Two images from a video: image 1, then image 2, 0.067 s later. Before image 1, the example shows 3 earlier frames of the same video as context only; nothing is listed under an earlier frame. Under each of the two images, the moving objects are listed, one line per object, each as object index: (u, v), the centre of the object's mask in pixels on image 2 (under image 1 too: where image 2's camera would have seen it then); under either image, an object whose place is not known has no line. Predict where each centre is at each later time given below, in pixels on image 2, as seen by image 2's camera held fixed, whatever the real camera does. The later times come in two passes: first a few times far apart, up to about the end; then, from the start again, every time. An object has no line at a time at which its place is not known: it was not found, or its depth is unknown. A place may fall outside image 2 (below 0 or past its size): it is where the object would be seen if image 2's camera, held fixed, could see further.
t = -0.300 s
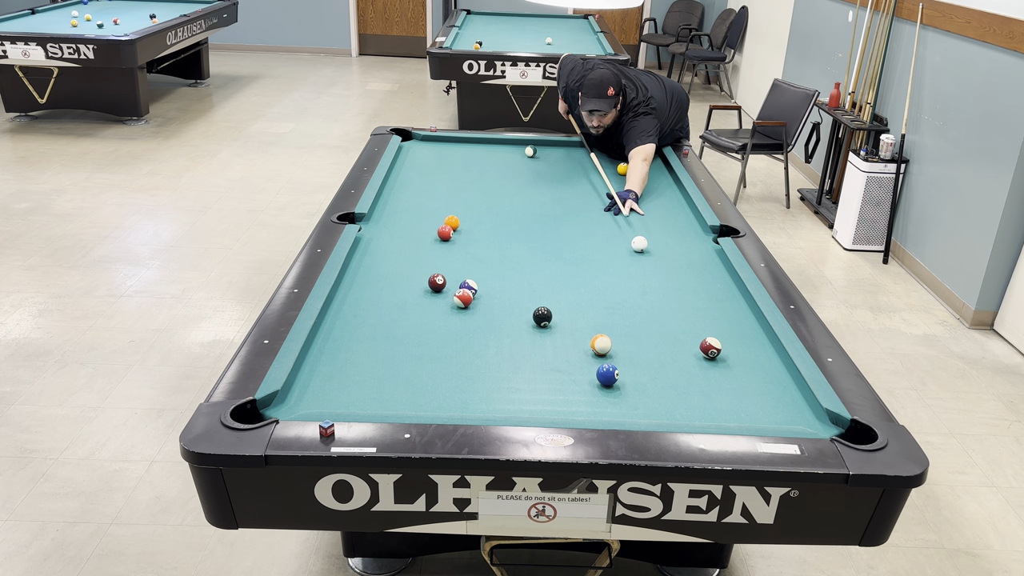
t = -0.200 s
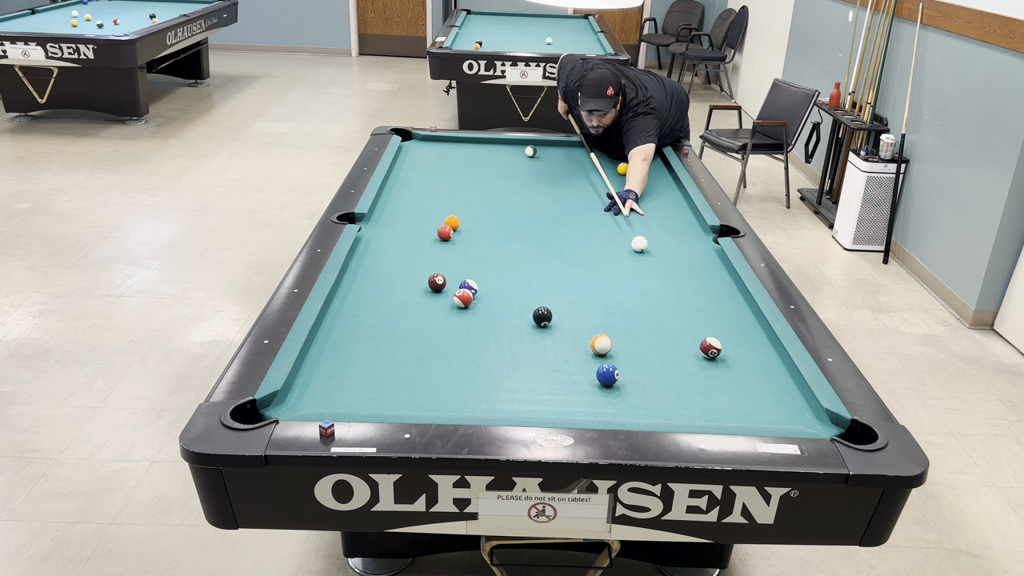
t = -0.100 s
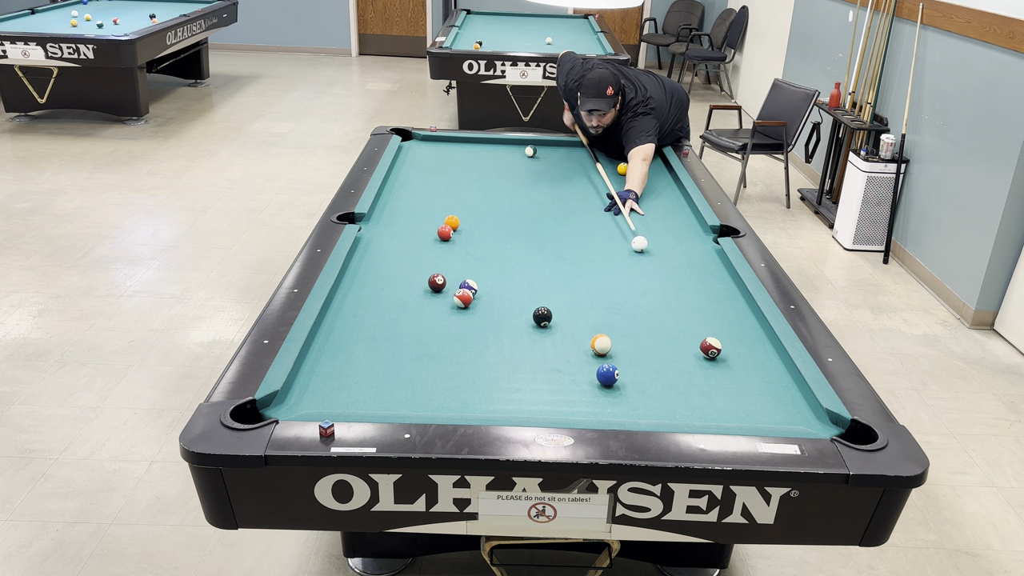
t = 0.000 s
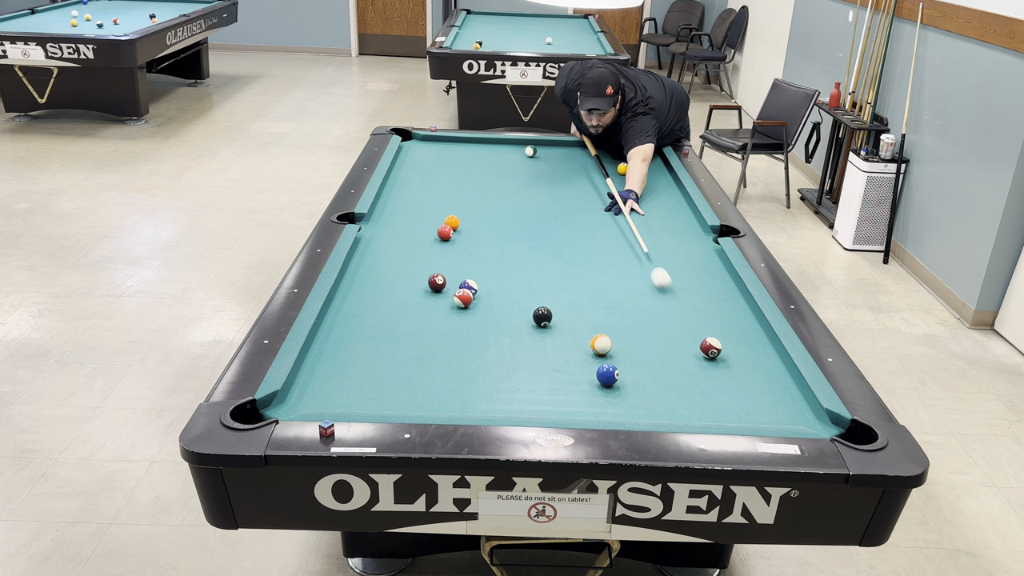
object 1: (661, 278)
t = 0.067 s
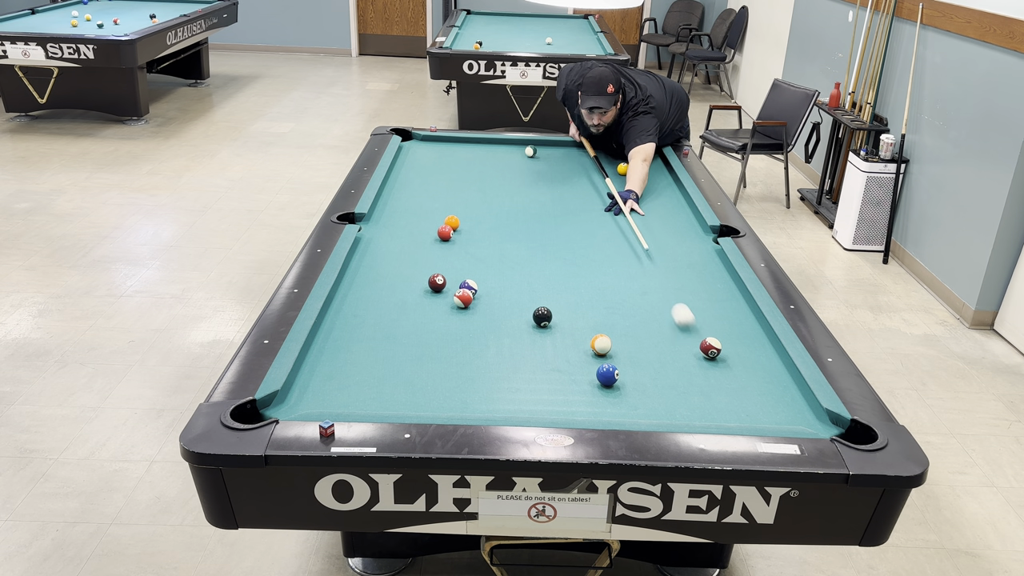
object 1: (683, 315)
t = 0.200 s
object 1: (652, 351)
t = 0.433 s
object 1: (591, 362)
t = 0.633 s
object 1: (564, 375)
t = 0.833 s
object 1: (558, 383)
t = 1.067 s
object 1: (557, 386)
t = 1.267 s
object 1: (557, 388)
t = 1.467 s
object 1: (557, 389)
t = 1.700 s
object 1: (557, 389)
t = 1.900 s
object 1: (557, 389)
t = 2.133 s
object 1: (557, 389)
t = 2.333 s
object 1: (557, 390)
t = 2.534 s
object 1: (557, 390)
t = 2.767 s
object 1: (557, 390)
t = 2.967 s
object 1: (557, 390)
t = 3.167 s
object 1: (557, 390)
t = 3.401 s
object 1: (557, 390)
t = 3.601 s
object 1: (557, 389)
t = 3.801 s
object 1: (557, 389)
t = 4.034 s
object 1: (557, 390)
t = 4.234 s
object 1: (557, 390)
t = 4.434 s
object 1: (557, 389)
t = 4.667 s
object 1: (557, 389)
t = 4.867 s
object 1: (557, 389)
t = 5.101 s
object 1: (557, 390)
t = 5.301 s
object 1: (557, 390)
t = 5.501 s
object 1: (557, 389)
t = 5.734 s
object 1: (557, 389)
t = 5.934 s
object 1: (557, 389)
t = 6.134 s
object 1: (557, 389)
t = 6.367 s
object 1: (557, 389)
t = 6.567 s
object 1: (557, 389)
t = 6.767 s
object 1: (557, 389)
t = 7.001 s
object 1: (557, 389)
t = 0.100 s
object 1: (694, 335)
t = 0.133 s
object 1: (682, 341)
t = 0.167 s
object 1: (667, 346)
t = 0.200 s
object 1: (652, 351)
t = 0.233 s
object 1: (638, 356)
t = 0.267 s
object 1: (624, 361)
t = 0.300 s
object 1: (614, 362)
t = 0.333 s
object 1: (607, 363)
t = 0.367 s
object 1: (601, 362)
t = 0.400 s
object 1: (596, 362)
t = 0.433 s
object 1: (591, 362)
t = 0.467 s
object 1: (586, 363)
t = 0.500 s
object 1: (581, 364)
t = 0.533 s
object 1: (577, 366)
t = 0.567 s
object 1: (573, 369)
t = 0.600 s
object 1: (569, 372)
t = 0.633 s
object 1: (564, 375)
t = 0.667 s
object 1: (561, 378)
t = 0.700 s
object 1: (557, 382)
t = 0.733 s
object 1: (558, 382)
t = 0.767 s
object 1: (558, 382)
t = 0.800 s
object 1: (558, 383)
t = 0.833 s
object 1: (558, 383)
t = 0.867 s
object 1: (558, 384)
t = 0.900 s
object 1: (558, 384)
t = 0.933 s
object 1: (558, 384)
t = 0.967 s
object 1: (558, 385)
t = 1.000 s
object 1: (558, 385)
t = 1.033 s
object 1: (558, 386)
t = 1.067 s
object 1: (557, 386)
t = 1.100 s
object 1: (557, 386)
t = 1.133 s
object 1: (557, 387)
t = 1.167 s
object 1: (557, 387)
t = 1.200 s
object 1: (557, 387)
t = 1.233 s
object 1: (557, 388)
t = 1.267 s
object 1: (557, 388)
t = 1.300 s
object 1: (557, 388)
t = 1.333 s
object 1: (557, 389)
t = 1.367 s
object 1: (557, 389)
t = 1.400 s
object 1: (557, 389)
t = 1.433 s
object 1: (557, 389)
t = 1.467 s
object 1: (557, 389)
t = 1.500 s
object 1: (557, 389)
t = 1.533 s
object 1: (557, 389)
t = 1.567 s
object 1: (557, 389)
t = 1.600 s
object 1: (557, 389)
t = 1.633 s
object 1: (557, 389)
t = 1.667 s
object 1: (557, 389)
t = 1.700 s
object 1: (557, 389)
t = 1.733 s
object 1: (557, 389)
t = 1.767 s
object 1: (557, 389)
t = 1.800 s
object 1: (557, 389)
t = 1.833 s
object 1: (557, 389)
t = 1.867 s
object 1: (557, 389)
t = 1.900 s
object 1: (557, 389)
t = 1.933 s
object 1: (557, 389)
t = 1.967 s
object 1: (557, 389)
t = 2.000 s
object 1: (557, 389)
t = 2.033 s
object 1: (557, 389)
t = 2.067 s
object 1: (557, 389)
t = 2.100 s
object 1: (557, 389)
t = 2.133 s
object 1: (557, 389)
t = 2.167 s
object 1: (557, 389)
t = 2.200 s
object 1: (557, 389)
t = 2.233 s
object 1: (557, 389)
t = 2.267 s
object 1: (557, 389)
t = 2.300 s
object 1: (557, 389)
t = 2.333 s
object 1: (557, 390)
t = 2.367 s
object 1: (557, 389)
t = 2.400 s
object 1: (557, 390)
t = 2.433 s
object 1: (557, 389)
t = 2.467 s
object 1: (557, 389)
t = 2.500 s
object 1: (557, 390)
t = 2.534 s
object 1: (557, 390)
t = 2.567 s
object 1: (557, 389)
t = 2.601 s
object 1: (557, 390)
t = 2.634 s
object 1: (557, 390)
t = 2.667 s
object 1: (557, 390)
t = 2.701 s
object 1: (557, 389)
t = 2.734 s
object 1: (557, 390)
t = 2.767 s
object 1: (557, 390)
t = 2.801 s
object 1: (557, 390)
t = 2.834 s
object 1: (557, 389)
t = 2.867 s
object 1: (557, 390)
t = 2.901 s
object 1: (557, 389)
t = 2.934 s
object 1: (557, 389)
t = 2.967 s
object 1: (557, 390)
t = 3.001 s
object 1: (557, 389)
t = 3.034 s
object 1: (557, 390)
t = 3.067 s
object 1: (557, 390)
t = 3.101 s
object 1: (557, 390)
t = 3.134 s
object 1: (557, 389)
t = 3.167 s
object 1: (557, 390)
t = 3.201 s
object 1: (557, 390)
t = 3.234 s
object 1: (557, 390)
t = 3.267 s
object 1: (557, 390)
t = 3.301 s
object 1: (557, 389)
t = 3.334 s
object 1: (557, 390)
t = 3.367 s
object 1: (557, 390)
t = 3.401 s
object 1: (557, 390)
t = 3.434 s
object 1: (557, 389)
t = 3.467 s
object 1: (557, 389)
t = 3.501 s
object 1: (557, 389)
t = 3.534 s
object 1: (557, 390)
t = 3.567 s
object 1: (557, 390)
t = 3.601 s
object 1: (557, 389)
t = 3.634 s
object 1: (557, 389)
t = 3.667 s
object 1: (557, 390)
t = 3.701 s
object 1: (557, 390)
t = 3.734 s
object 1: (557, 389)
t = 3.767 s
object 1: (557, 390)
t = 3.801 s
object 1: (557, 389)
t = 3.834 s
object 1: (557, 390)
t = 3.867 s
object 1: (557, 390)
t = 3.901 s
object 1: (557, 389)
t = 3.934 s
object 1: (557, 389)
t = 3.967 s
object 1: (557, 389)
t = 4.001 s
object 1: (557, 389)
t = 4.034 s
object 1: (557, 390)
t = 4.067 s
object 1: (557, 390)
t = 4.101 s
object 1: (557, 390)
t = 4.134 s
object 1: (557, 389)
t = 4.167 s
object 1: (557, 390)
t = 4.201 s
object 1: (557, 389)
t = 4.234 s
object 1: (557, 390)
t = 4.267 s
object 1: (557, 389)
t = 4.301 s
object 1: (557, 389)
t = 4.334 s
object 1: (557, 389)
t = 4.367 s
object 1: (557, 389)
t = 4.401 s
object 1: (557, 389)
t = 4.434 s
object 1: (557, 389)
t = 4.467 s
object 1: (557, 390)
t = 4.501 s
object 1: (557, 389)
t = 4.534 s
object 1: (557, 389)
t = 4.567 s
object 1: (557, 389)
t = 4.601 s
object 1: (557, 389)
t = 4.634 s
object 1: (557, 389)
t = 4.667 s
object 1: (557, 389)
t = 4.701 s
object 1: (557, 389)
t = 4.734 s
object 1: (557, 389)
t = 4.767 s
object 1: (557, 390)
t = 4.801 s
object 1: (557, 389)
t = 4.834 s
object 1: (557, 389)
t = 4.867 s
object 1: (557, 389)
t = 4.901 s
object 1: (557, 389)
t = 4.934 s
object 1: (557, 389)
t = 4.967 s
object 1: (557, 389)
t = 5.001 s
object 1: (557, 389)
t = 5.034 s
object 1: (557, 390)
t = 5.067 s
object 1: (557, 389)
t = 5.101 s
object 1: (557, 390)
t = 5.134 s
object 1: (557, 389)
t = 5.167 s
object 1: (557, 390)
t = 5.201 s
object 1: (557, 389)
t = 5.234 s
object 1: (557, 390)
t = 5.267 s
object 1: (557, 389)
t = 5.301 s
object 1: (557, 390)
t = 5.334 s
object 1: (557, 390)
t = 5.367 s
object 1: (557, 389)
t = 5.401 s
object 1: (557, 389)
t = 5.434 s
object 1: (557, 389)
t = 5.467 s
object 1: (557, 390)
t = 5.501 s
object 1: (557, 389)
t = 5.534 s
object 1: (557, 389)
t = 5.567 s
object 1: (557, 389)
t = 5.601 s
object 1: (557, 389)
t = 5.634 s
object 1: (557, 389)
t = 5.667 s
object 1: (557, 389)
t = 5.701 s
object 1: (557, 389)
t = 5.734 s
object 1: (557, 389)
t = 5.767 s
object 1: (557, 389)
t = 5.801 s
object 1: (557, 389)
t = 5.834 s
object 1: (557, 389)
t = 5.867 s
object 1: (557, 389)
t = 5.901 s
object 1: (557, 390)
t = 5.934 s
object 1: (557, 389)
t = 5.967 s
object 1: (557, 389)
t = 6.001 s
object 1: (557, 390)
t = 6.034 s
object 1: (557, 390)
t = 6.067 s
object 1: (557, 389)
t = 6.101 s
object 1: (557, 390)
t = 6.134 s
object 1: (557, 389)
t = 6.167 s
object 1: (557, 390)
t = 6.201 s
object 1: (557, 389)
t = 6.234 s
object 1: (557, 390)
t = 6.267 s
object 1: (557, 389)
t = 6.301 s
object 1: (557, 389)
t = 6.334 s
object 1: (557, 390)
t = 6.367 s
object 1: (557, 389)
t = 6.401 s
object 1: (557, 389)
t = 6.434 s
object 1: (557, 389)
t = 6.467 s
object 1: (557, 389)
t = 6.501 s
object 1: (557, 390)
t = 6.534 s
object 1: (557, 390)
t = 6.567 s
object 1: (557, 389)
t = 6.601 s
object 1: (557, 389)
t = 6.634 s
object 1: (557, 389)
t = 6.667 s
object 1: (557, 389)
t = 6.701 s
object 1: (557, 390)
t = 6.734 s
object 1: (557, 389)
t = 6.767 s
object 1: (557, 389)
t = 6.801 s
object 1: (557, 390)
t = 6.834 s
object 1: (557, 389)
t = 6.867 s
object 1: (557, 389)
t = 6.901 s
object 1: (557, 389)
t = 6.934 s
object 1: (557, 390)
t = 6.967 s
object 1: (557, 390)
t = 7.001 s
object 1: (557, 389)
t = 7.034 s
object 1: (557, 389)
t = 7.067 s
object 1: (557, 390)
